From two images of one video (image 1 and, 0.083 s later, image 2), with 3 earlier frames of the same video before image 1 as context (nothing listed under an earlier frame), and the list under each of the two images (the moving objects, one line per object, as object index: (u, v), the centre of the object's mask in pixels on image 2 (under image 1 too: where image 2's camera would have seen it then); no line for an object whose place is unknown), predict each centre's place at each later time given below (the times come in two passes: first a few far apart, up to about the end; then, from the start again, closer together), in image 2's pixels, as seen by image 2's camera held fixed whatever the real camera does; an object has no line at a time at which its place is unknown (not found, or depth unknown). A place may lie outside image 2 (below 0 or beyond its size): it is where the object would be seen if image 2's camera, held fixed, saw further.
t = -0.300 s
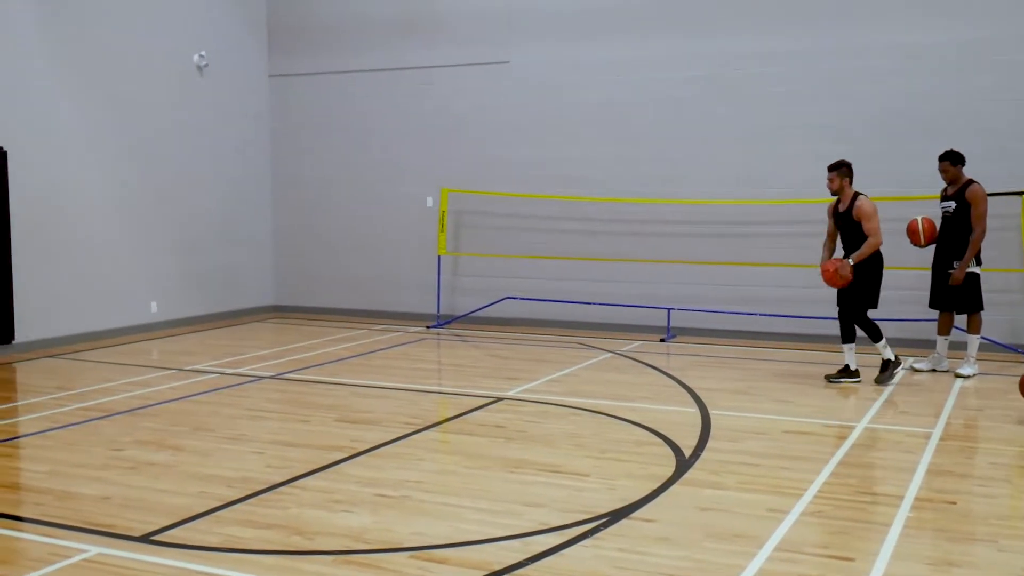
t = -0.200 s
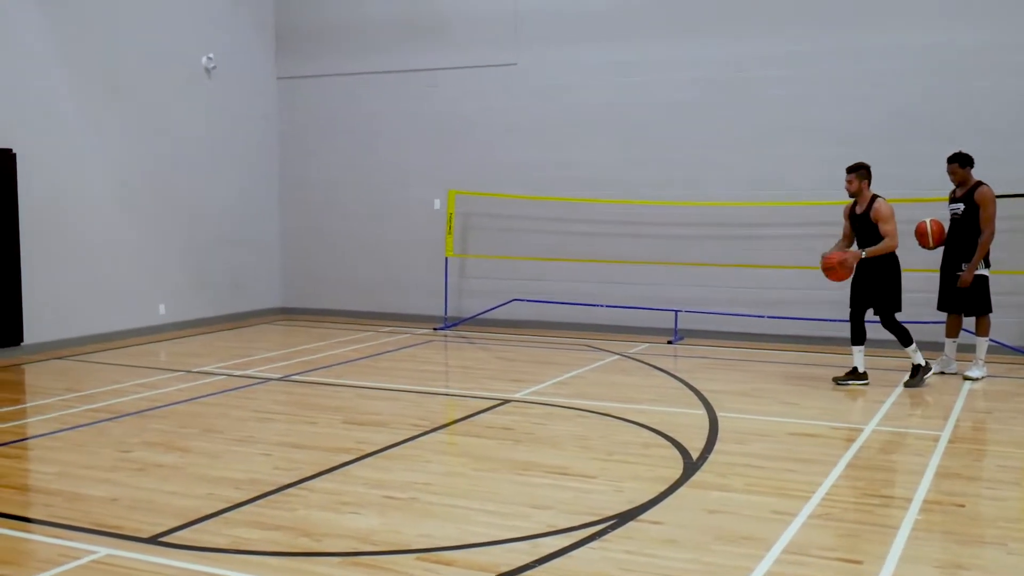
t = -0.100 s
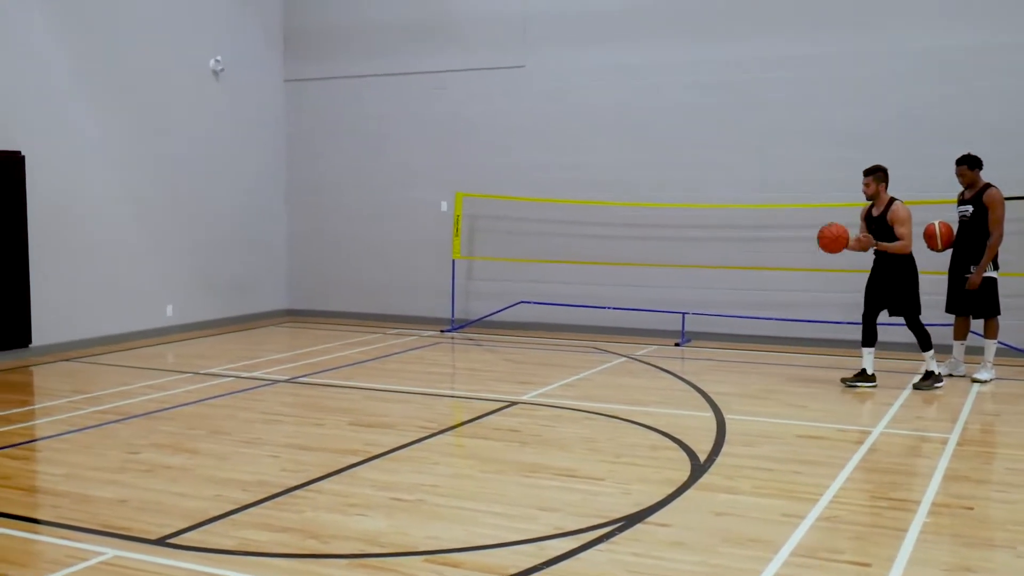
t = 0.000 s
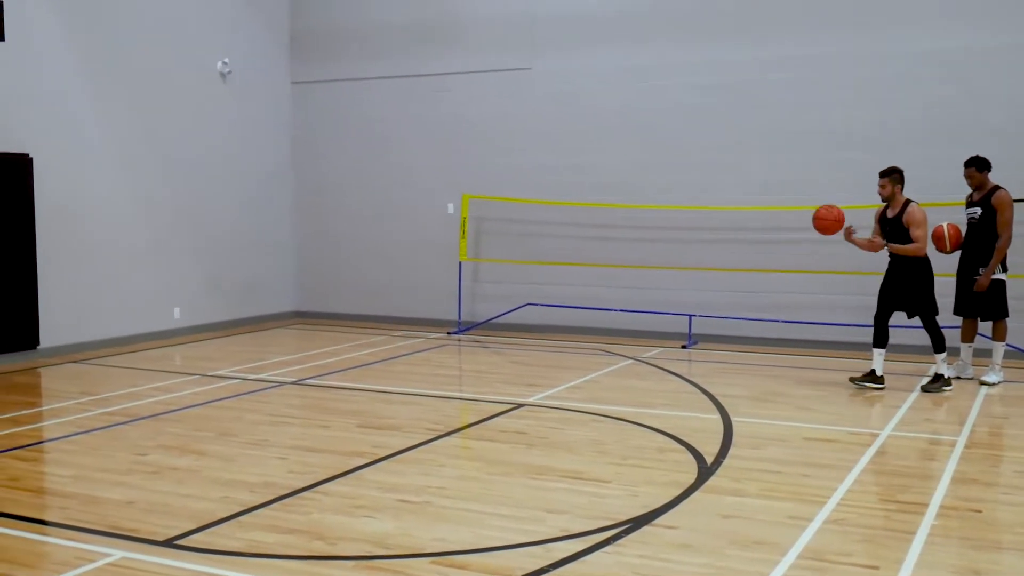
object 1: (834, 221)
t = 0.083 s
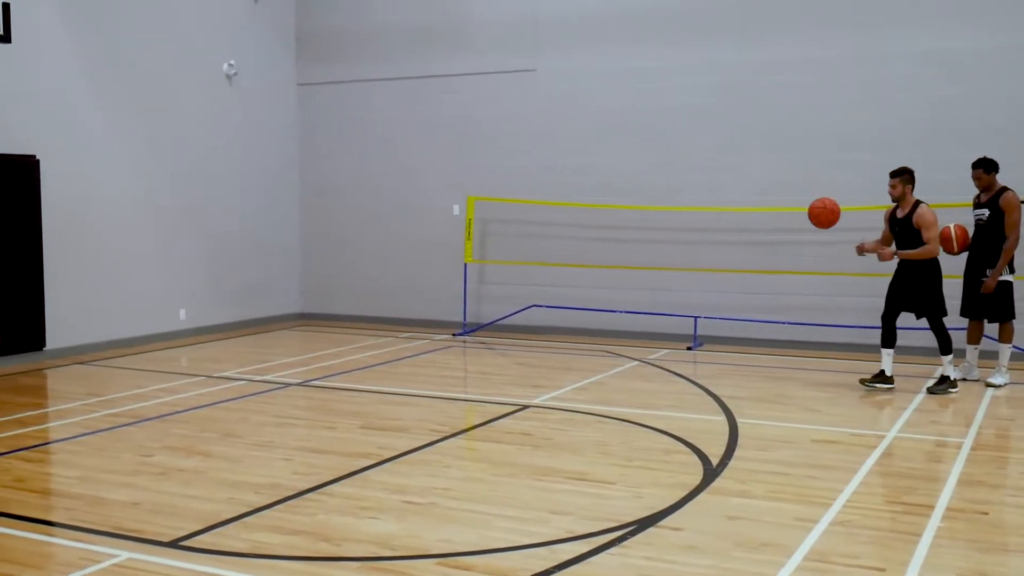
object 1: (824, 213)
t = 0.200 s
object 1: (810, 216)
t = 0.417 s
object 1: (782, 268)
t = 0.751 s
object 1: (771, 335)
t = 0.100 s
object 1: (822, 212)
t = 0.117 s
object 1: (820, 212)
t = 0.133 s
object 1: (818, 212)
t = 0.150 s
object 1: (816, 212)
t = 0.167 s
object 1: (814, 213)
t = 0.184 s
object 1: (812, 214)
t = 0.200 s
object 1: (810, 216)
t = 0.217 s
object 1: (808, 218)
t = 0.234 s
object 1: (806, 220)
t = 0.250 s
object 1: (804, 223)
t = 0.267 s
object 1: (802, 225)
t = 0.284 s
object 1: (800, 228)
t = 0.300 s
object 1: (798, 232)
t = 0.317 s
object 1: (795, 236)
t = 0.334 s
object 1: (794, 240)
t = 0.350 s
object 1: (791, 245)
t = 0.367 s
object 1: (789, 250)
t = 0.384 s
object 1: (787, 256)
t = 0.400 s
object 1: (785, 262)
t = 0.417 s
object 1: (782, 268)
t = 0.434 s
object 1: (780, 275)
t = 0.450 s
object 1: (778, 282)
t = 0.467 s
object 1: (776, 289)
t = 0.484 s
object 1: (773, 297)
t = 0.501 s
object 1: (772, 305)
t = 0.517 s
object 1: (769, 314)
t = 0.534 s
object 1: (767, 323)
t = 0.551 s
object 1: (765, 332)
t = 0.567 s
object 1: (762, 342)
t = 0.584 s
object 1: (759, 353)
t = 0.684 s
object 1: (759, 365)
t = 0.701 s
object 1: (762, 357)
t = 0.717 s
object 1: (765, 350)
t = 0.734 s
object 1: (768, 342)
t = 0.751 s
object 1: (771, 335)
